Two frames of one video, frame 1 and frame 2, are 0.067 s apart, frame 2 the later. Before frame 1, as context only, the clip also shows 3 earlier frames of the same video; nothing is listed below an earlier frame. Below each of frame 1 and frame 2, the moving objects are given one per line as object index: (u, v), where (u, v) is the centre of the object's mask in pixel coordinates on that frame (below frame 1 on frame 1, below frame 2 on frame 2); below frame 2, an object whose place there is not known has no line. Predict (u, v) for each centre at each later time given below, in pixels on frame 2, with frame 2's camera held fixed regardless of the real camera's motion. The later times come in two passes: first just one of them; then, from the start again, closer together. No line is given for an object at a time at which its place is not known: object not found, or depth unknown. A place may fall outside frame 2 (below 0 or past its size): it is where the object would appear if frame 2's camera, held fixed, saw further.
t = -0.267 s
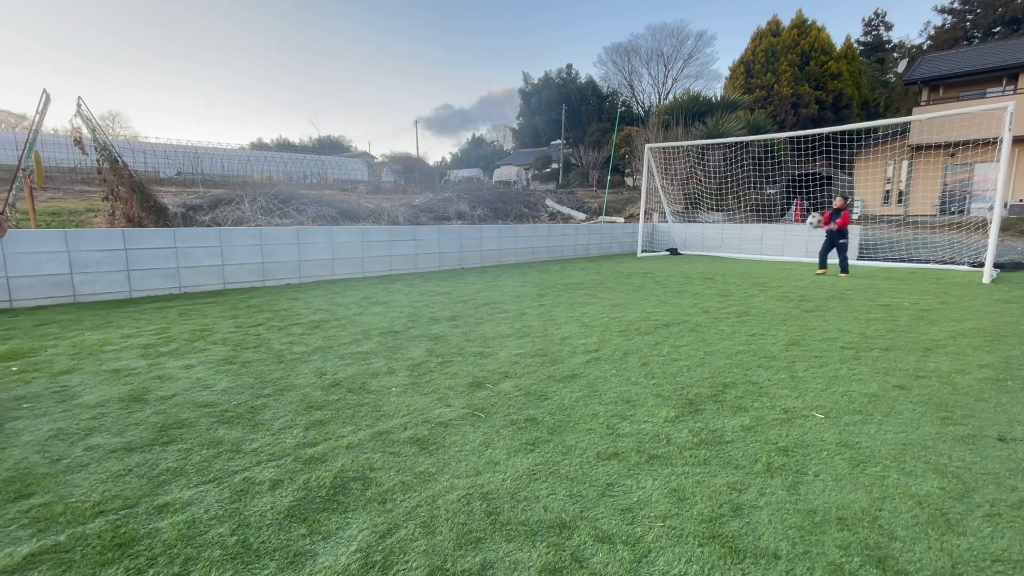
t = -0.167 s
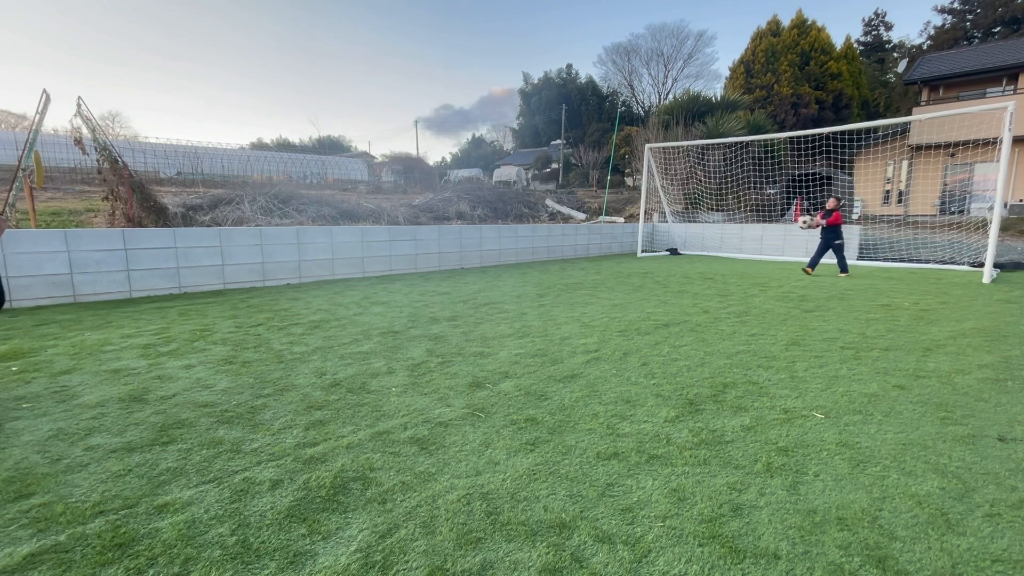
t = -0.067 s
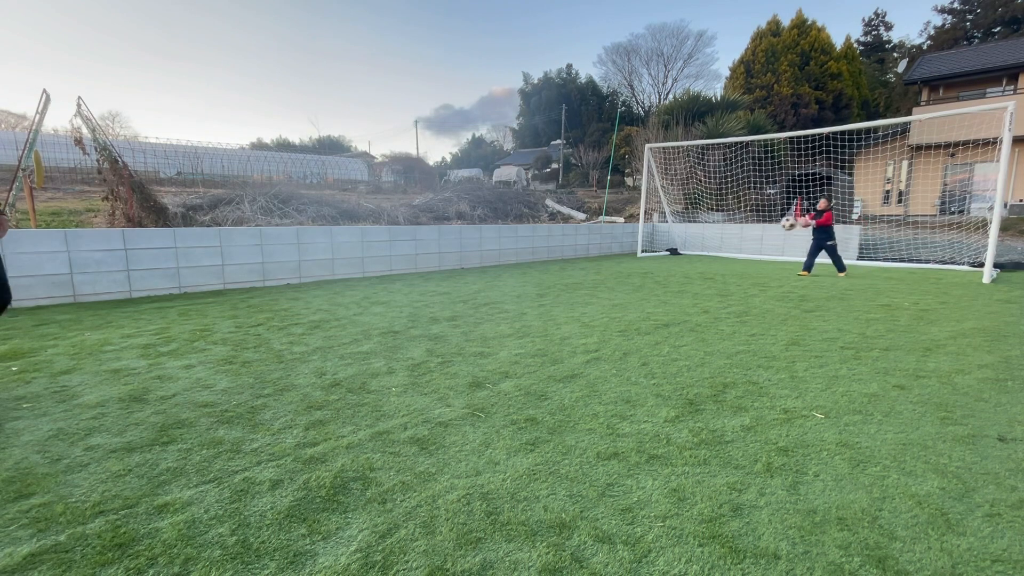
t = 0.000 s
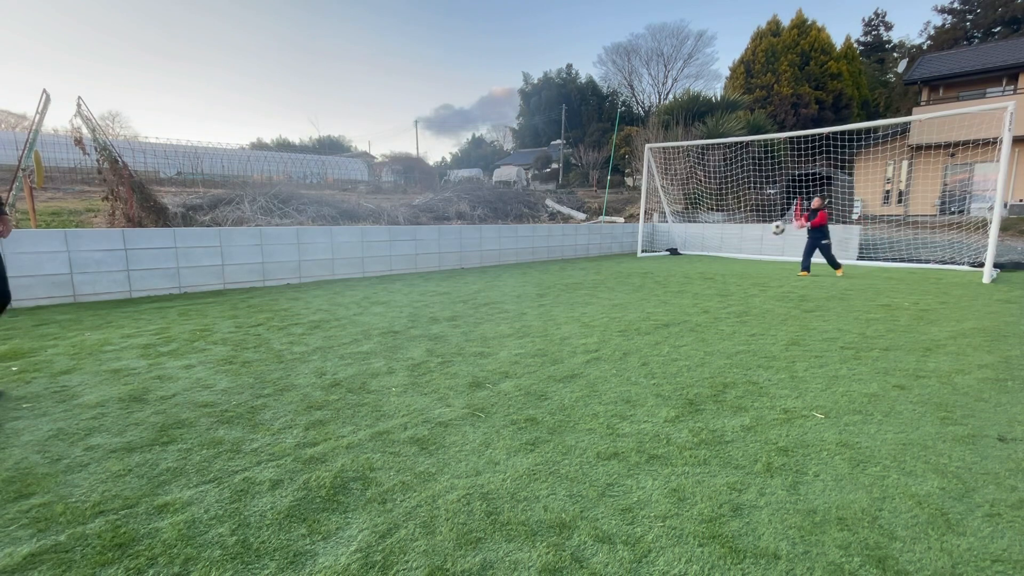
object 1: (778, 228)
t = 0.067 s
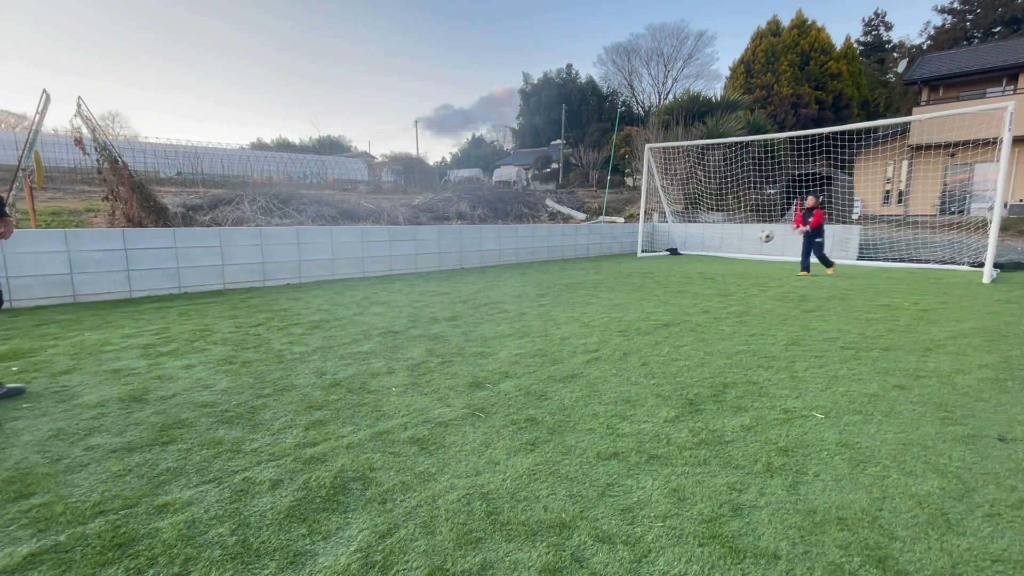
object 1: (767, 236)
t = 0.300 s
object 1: (730, 264)
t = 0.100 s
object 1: (760, 241)
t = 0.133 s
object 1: (754, 246)
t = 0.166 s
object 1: (748, 253)
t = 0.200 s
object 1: (742, 261)
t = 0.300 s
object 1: (730, 264)
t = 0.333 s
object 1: (727, 260)
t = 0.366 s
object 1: (725, 256)
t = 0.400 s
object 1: (722, 254)
